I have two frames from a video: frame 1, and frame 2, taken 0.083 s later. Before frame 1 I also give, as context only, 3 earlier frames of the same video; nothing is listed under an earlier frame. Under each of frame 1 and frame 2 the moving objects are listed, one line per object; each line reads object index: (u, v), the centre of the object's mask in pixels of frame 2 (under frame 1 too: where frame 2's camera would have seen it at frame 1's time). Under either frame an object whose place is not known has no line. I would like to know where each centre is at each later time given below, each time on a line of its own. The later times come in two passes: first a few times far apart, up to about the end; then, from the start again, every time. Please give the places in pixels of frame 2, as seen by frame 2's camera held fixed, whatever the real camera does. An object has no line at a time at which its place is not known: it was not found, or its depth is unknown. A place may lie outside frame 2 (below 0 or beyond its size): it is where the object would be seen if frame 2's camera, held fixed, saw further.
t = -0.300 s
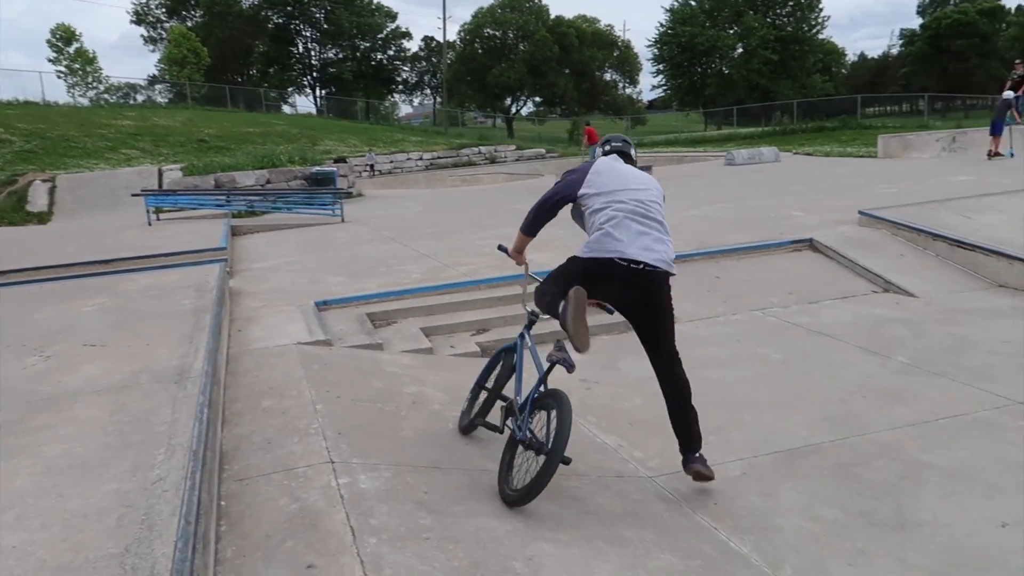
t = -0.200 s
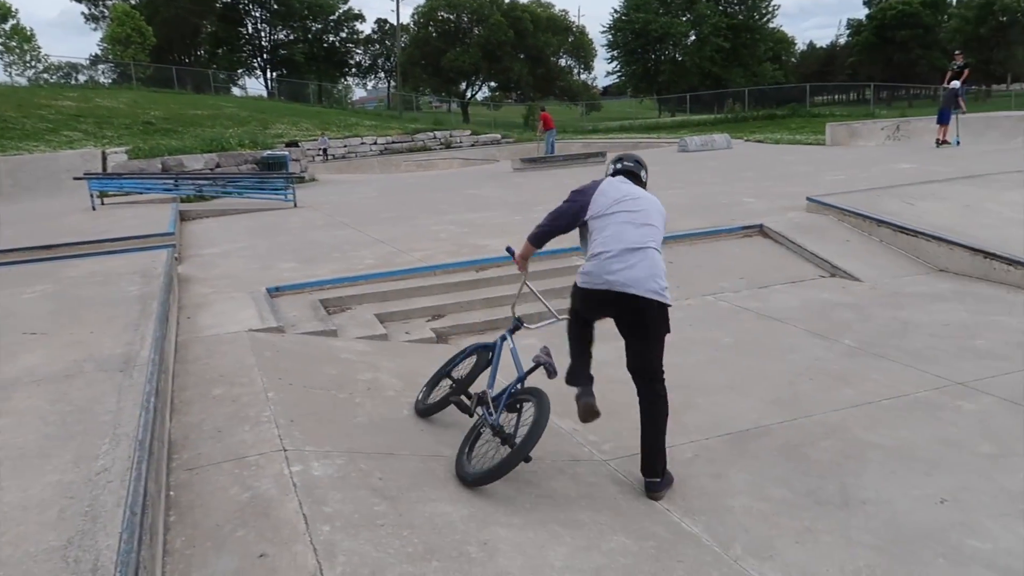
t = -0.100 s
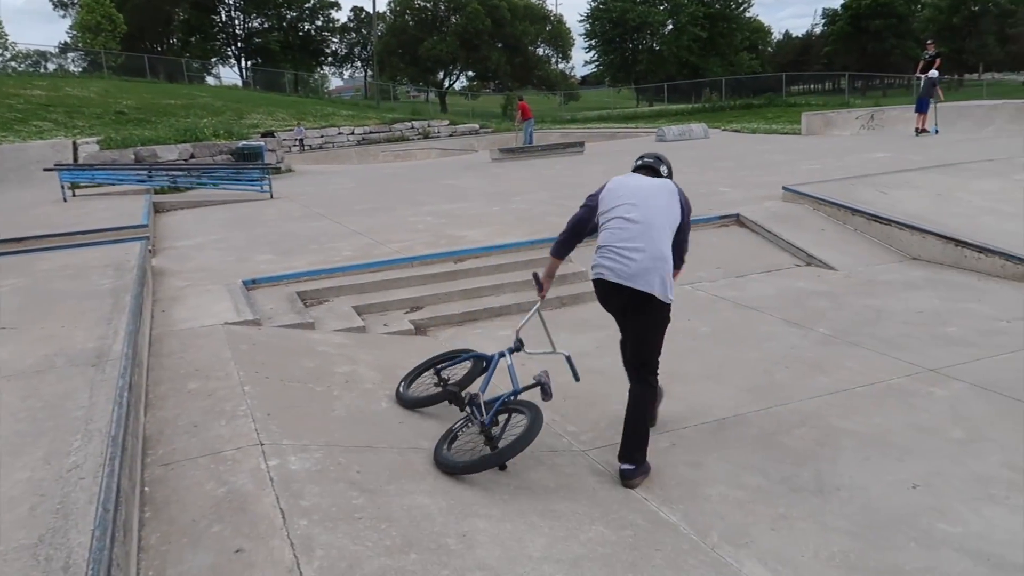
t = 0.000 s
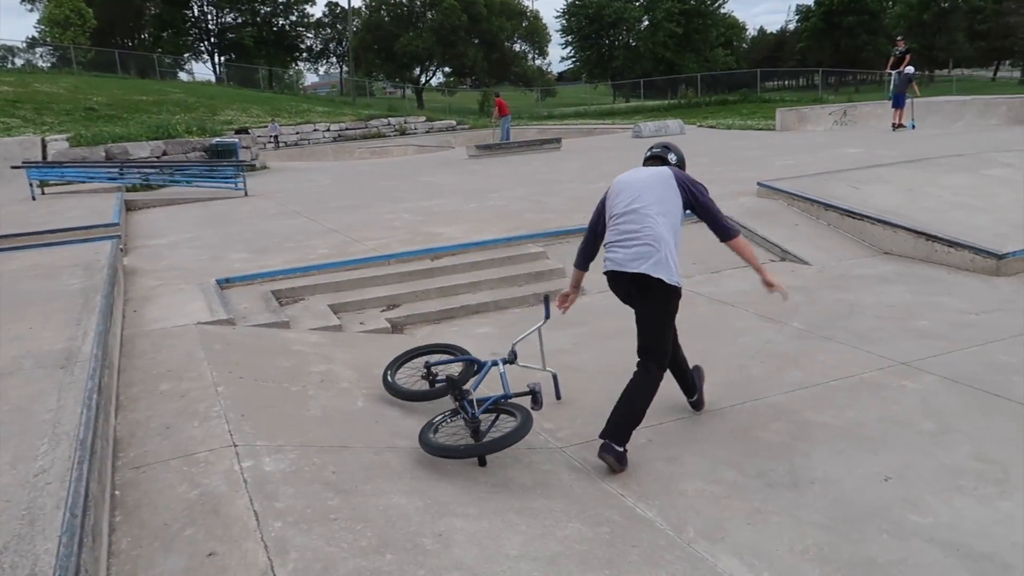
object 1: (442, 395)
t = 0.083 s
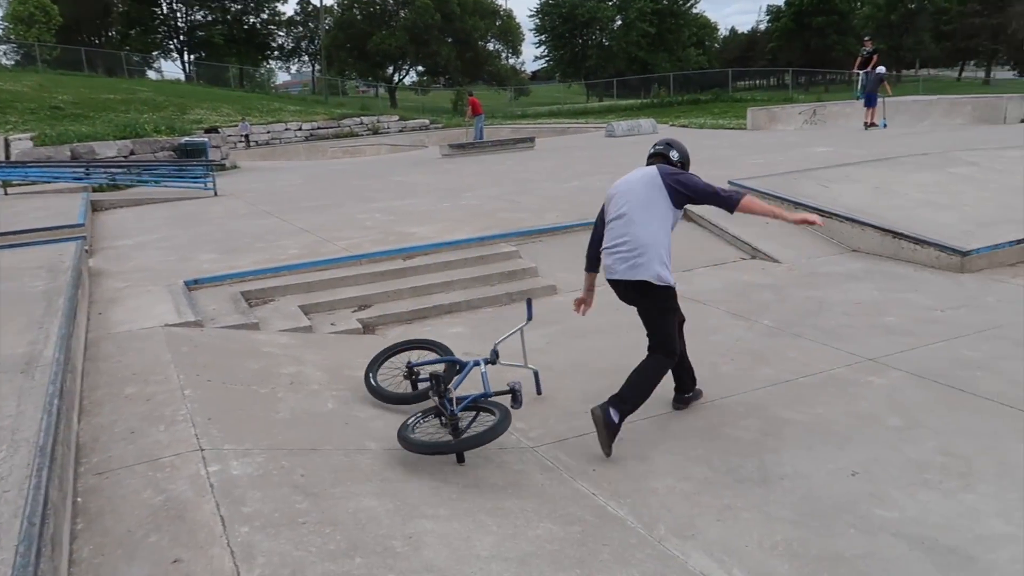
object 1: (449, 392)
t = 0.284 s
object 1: (461, 388)
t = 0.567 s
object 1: (484, 388)
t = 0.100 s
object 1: (451, 391)
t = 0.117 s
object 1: (449, 393)
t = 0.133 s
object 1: (453, 392)
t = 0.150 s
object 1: (454, 392)
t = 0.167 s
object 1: (455, 391)
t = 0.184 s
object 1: (456, 390)
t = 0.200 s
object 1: (455, 391)
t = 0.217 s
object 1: (458, 389)
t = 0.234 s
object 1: (459, 389)
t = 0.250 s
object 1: (459, 389)
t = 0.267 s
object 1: (460, 389)
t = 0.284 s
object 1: (461, 388)
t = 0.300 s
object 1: (461, 387)
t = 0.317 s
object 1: (462, 387)
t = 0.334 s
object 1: (462, 387)
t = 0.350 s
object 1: (463, 387)
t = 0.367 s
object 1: (464, 387)
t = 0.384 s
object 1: (465, 387)
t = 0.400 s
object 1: (466, 387)
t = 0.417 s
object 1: (469, 387)
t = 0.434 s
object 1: (471, 387)
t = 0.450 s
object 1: (472, 387)
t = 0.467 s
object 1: (477, 388)
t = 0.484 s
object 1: (478, 388)
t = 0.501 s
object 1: (479, 388)
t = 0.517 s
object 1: (480, 388)
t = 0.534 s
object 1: (482, 388)
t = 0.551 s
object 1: (483, 388)
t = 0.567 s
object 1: (484, 388)
